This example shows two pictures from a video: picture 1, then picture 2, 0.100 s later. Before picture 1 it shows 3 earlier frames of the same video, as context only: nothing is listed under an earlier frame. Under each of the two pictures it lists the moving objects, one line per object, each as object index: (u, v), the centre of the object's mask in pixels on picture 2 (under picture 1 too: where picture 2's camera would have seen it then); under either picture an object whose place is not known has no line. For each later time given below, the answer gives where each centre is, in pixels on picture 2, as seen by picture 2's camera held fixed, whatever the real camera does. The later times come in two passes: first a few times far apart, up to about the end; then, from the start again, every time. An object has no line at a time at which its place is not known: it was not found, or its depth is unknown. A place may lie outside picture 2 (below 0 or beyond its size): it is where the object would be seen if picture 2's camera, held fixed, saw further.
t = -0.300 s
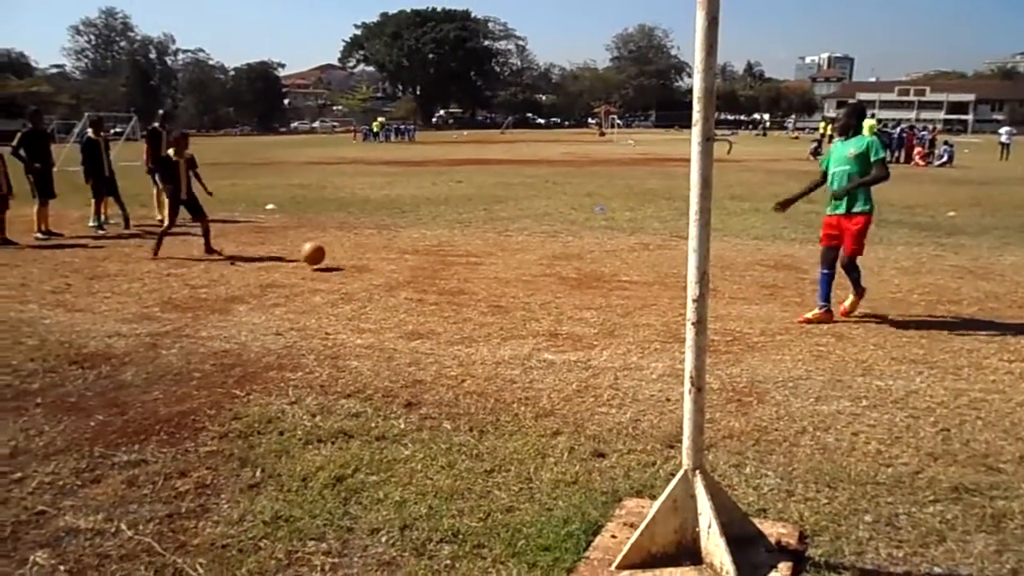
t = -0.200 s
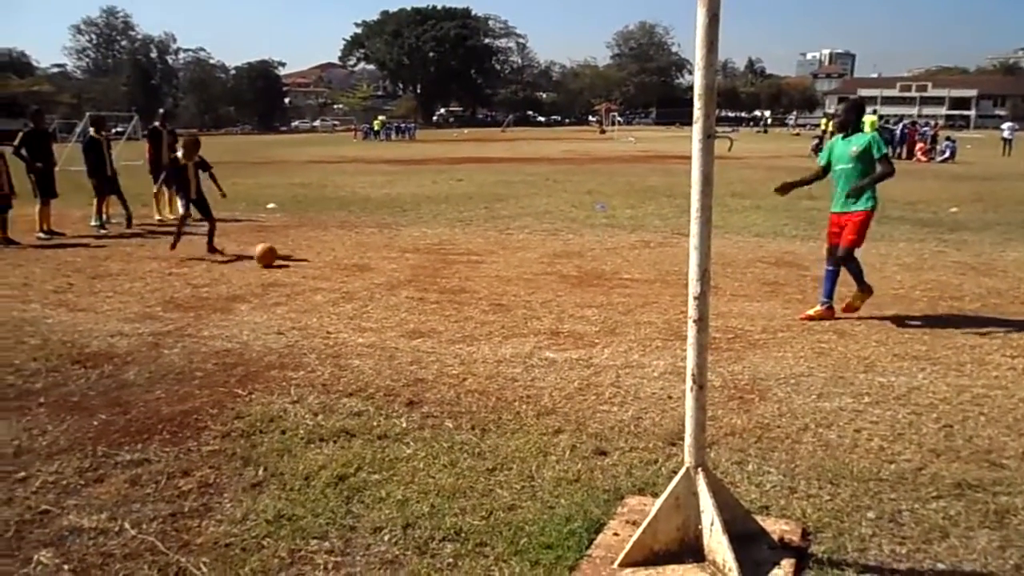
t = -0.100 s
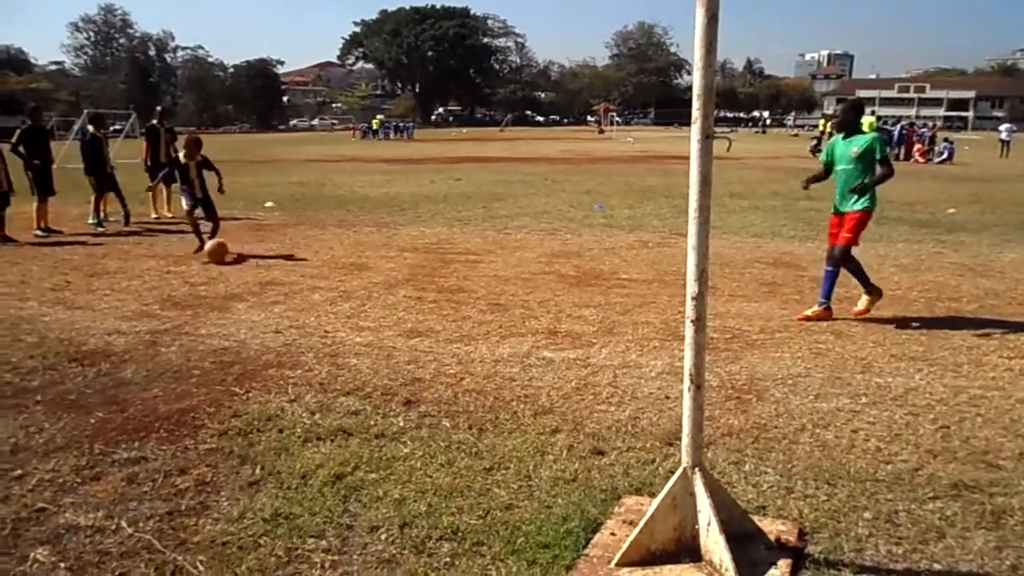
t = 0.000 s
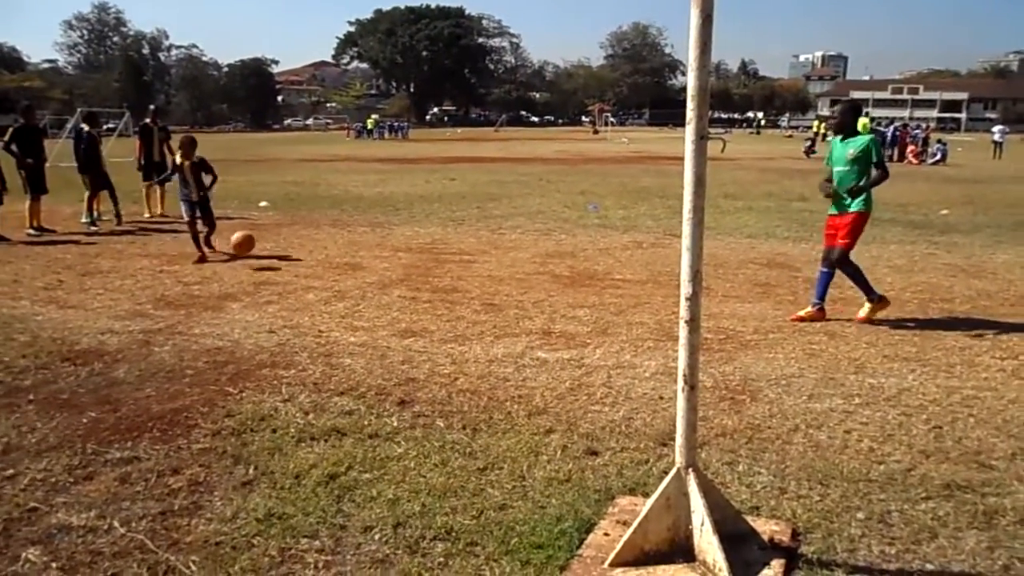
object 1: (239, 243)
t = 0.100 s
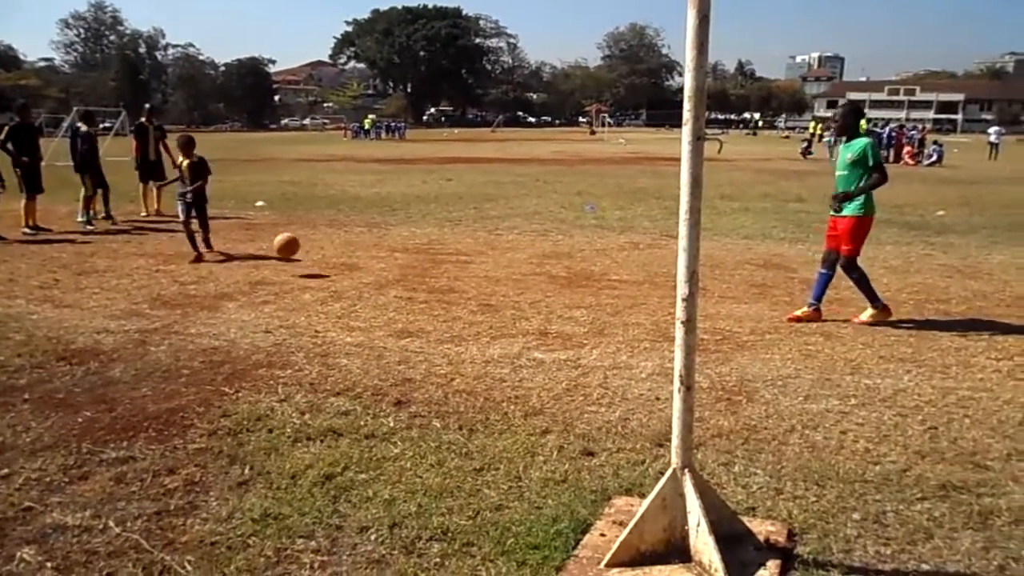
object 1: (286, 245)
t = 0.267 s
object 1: (378, 275)
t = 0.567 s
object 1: (490, 286)
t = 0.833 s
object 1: (578, 306)
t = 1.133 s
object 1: (699, 322)
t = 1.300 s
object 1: (750, 335)
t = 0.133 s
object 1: (303, 248)
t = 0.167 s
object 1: (321, 253)
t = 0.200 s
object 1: (340, 259)
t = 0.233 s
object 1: (359, 266)
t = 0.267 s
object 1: (378, 275)
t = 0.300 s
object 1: (392, 276)
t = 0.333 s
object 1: (404, 272)
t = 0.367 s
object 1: (415, 270)
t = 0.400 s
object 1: (426, 270)
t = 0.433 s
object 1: (439, 270)
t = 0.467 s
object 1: (451, 272)
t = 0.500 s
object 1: (464, 275)
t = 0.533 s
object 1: (477, 280)
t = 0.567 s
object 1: (490, 286)
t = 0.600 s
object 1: (503, 294)
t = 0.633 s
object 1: (514, 294)
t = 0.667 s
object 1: (524, 294)
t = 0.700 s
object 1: (534, 295)
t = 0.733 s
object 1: (545, 297)
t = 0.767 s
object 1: (556, 301)
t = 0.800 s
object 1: (566, 307)
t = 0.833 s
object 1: (578, 306)
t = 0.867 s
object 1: (589, 305)
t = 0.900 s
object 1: (601, 307)
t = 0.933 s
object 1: (612, 309)
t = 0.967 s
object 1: (624, 314)
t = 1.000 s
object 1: (636, 318)
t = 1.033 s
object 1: (647, 317)
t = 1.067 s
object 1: (659, 316)
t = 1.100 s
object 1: (665, 318)
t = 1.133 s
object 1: (699, 322)
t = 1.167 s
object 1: (704, 326)
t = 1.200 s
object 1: (711, 327)
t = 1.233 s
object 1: (723, 328)
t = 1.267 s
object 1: (737, 330)
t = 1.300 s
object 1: (750, 335)
